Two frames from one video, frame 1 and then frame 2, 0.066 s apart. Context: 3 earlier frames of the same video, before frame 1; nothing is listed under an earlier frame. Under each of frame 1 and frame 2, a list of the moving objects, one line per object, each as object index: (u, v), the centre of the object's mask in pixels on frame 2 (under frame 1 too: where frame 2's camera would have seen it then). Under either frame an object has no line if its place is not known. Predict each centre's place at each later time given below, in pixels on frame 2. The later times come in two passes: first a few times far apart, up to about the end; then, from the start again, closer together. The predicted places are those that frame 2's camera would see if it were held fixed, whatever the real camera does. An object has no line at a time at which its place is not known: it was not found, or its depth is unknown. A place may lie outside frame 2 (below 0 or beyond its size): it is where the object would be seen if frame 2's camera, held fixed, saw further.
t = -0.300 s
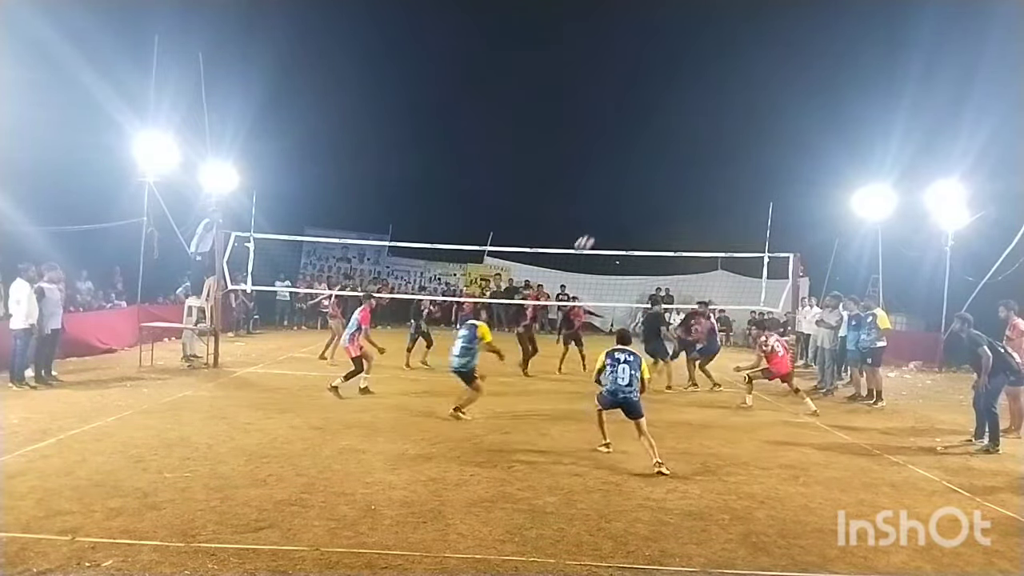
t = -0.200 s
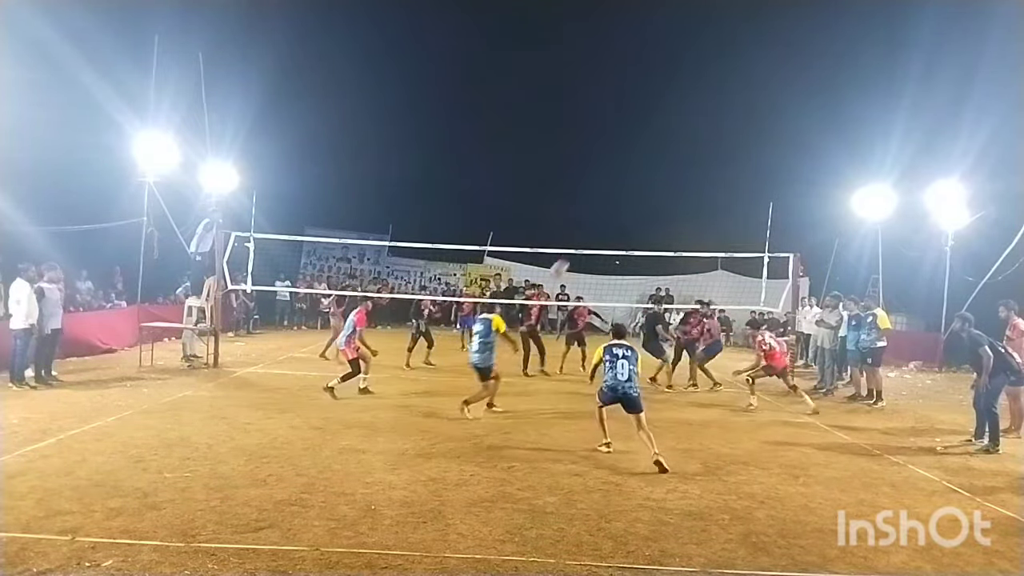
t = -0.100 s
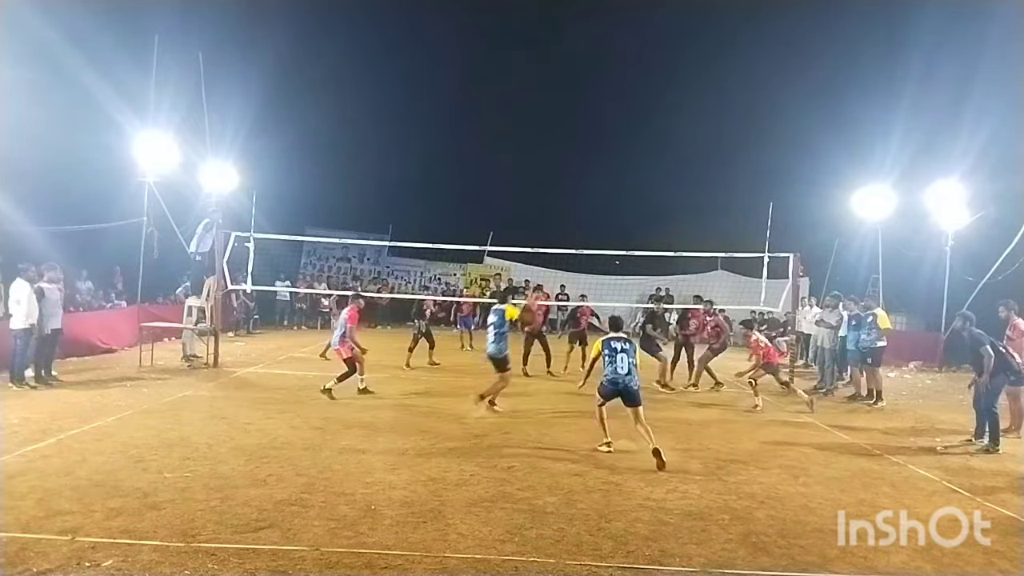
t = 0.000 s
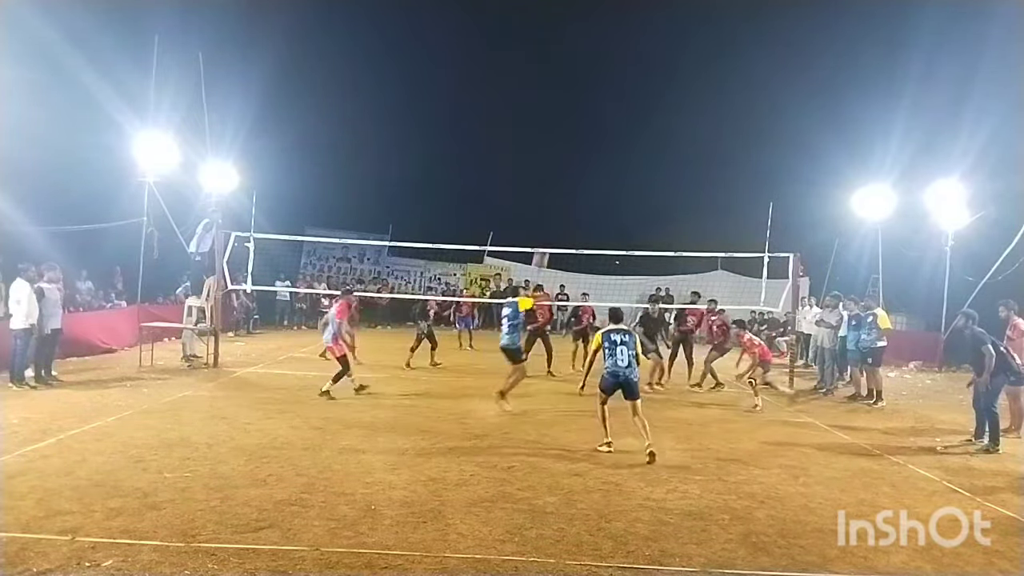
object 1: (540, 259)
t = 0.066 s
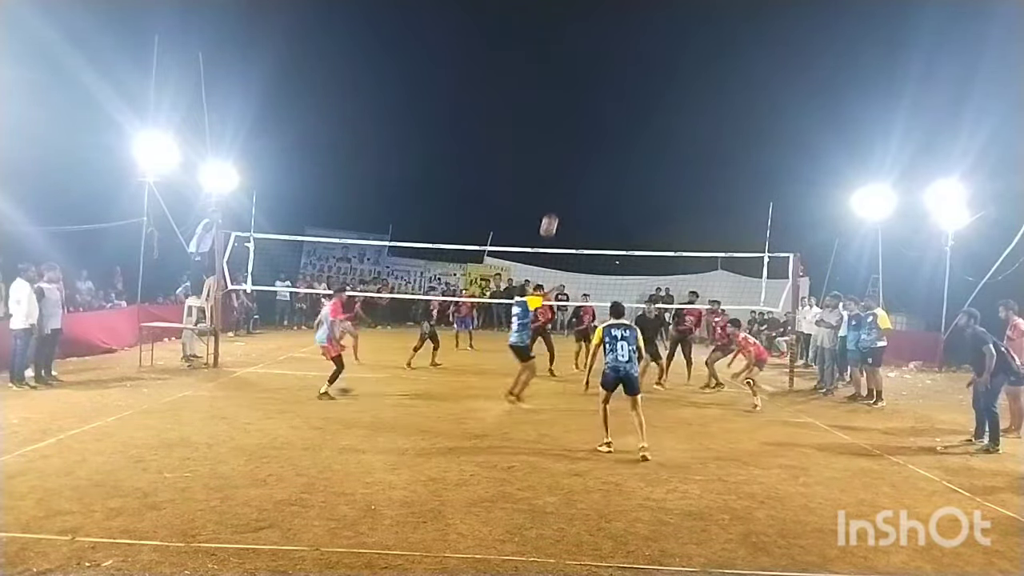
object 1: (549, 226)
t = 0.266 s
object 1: (573, 144)
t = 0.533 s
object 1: (602, 80)
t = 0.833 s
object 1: (630, 65)
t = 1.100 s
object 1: (652, 102)
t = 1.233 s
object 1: (661, 138)
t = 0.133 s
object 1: (557, 196)
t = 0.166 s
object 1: (561, 182)
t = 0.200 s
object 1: (565, 169)
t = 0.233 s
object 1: (569, 156)
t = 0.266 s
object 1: (573, 144)
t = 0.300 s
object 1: (577, 133)
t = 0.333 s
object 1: (581, 123)
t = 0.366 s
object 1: (585, 114)
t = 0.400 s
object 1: (588, 106)
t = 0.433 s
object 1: (592, 99)
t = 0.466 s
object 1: (595, 91)
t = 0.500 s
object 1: (599, 85)
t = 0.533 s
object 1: (602, 80)
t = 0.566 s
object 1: (605, 75)
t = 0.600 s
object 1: (609, 71)
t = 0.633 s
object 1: (612, 68)
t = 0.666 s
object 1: (615, 65)
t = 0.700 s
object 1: (618, 64)
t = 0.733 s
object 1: (621, 63)
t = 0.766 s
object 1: (624, 63)
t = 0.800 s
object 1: (627, 64)
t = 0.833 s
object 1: (630, 65)
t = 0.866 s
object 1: (633, 67)
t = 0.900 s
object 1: (636, 70)
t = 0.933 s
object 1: (638, 73)
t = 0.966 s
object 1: (641, 78)
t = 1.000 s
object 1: (644, 83)
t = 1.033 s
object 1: (646, 88)
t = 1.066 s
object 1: (649, 95)
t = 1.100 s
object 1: (652, 102)
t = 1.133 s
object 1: (654, 110)
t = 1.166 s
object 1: (656, 118)
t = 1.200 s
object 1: (659, 128)
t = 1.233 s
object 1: (661, 138)
